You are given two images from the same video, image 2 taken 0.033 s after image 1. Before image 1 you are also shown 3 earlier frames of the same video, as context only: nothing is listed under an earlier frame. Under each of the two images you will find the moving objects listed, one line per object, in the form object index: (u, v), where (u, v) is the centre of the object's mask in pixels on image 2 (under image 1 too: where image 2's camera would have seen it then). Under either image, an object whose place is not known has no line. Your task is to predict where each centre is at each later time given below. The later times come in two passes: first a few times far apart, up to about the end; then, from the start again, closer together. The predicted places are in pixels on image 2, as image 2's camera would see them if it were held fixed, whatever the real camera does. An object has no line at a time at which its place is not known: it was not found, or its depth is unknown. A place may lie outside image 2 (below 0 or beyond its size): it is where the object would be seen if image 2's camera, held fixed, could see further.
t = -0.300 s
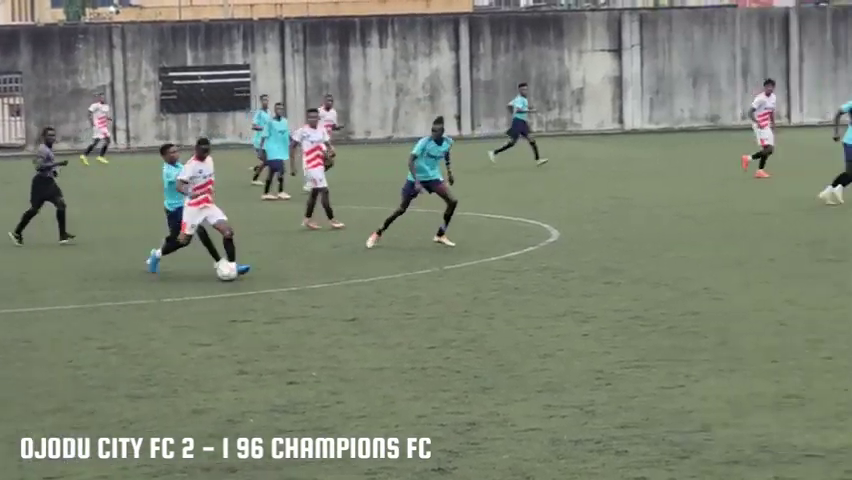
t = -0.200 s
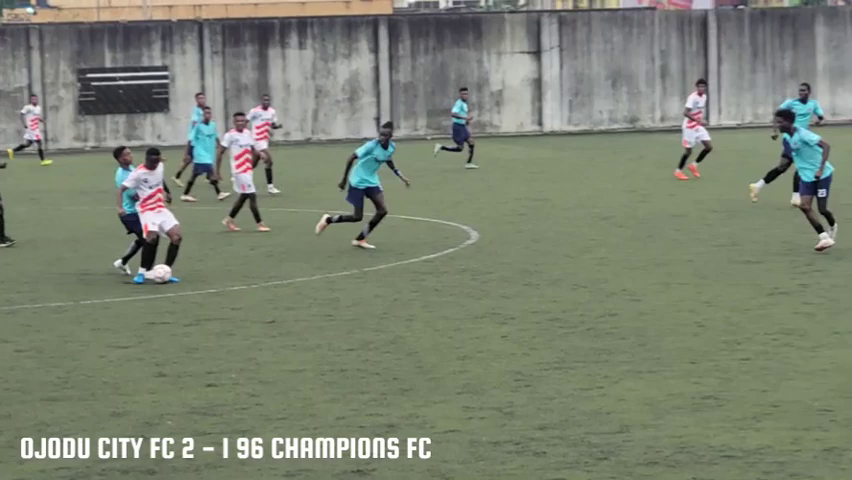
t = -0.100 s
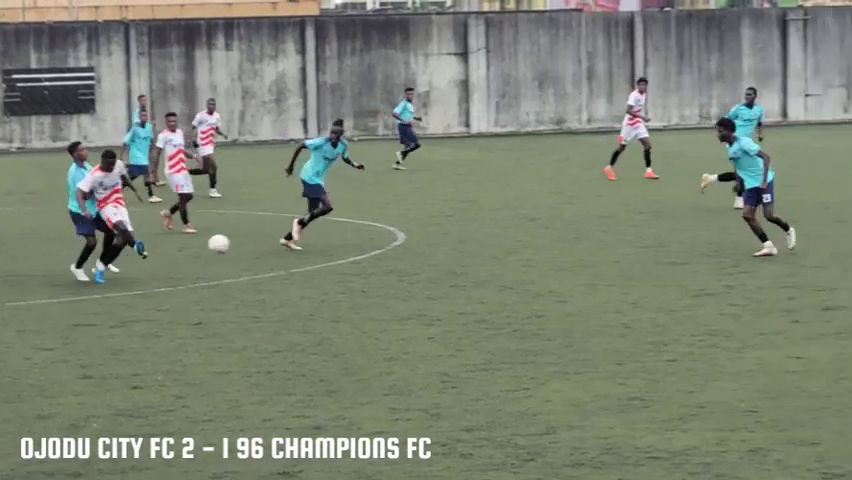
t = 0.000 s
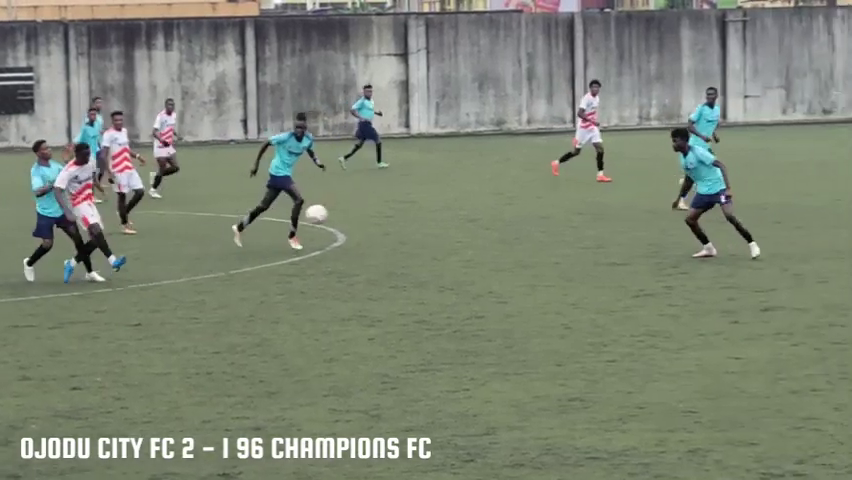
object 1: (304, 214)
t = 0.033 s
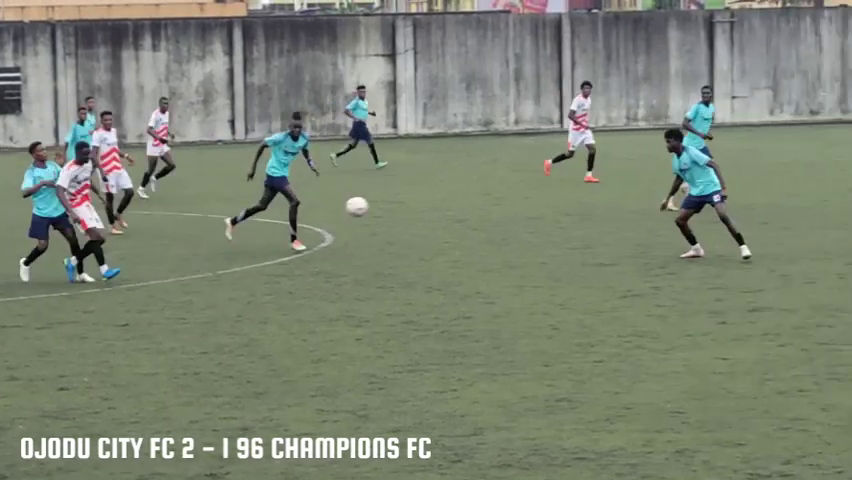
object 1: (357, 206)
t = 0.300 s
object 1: (798, 175)
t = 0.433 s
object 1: (1038, 181)
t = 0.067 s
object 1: (410, 199)
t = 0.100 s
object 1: (464, 193)
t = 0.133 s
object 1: (519, 187)
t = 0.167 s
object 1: (573, 183)
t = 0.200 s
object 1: (630, 179)
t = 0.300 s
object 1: (798, 175)
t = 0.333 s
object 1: (855, 175)
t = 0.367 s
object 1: (915, 176)
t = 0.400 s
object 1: (975, 178)
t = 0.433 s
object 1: (1038, 181)
